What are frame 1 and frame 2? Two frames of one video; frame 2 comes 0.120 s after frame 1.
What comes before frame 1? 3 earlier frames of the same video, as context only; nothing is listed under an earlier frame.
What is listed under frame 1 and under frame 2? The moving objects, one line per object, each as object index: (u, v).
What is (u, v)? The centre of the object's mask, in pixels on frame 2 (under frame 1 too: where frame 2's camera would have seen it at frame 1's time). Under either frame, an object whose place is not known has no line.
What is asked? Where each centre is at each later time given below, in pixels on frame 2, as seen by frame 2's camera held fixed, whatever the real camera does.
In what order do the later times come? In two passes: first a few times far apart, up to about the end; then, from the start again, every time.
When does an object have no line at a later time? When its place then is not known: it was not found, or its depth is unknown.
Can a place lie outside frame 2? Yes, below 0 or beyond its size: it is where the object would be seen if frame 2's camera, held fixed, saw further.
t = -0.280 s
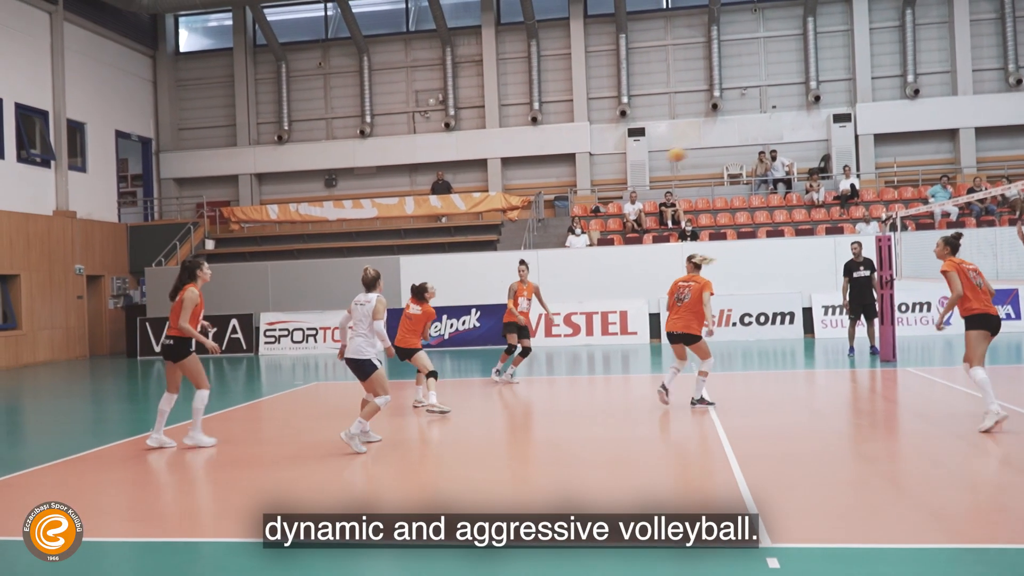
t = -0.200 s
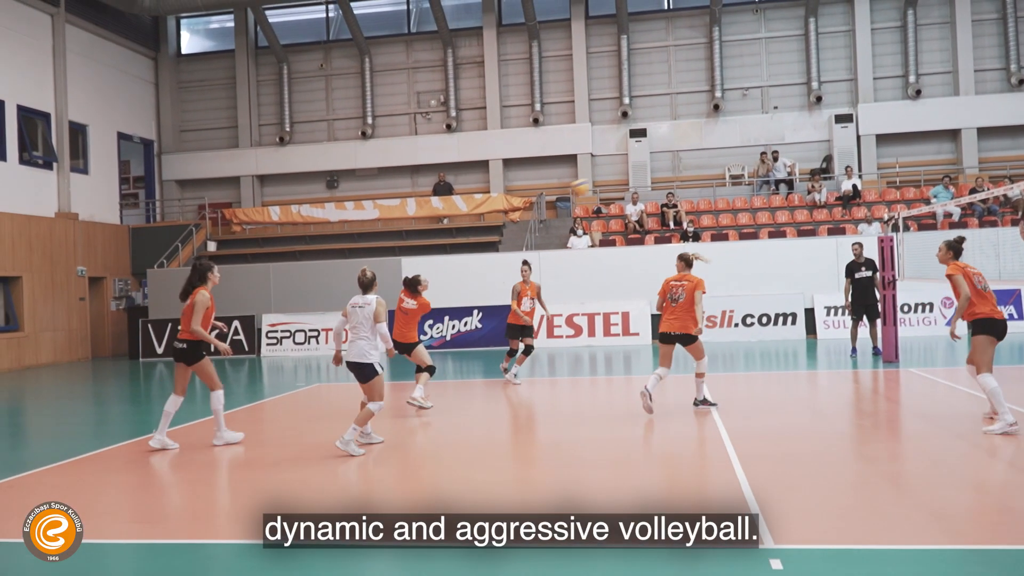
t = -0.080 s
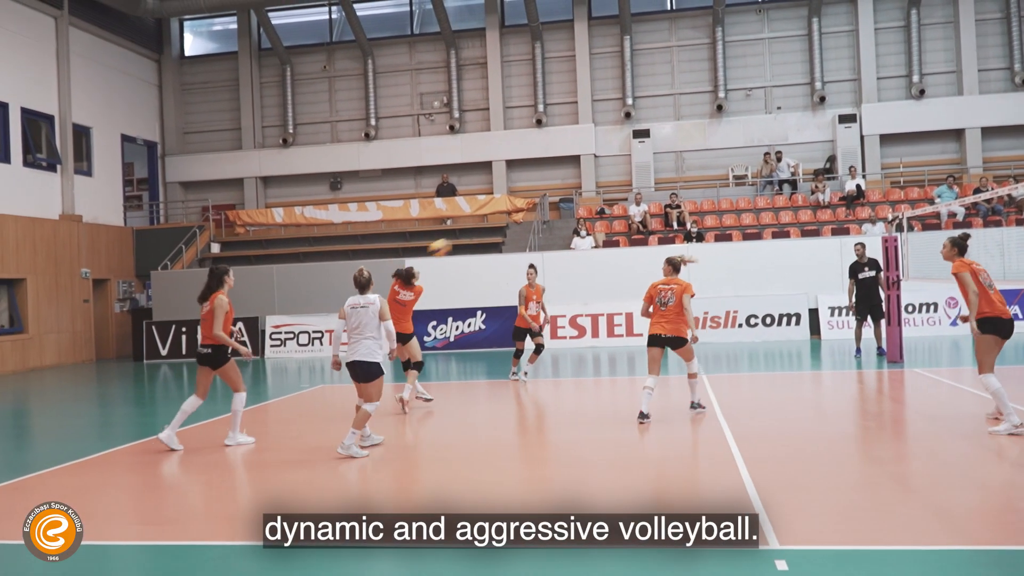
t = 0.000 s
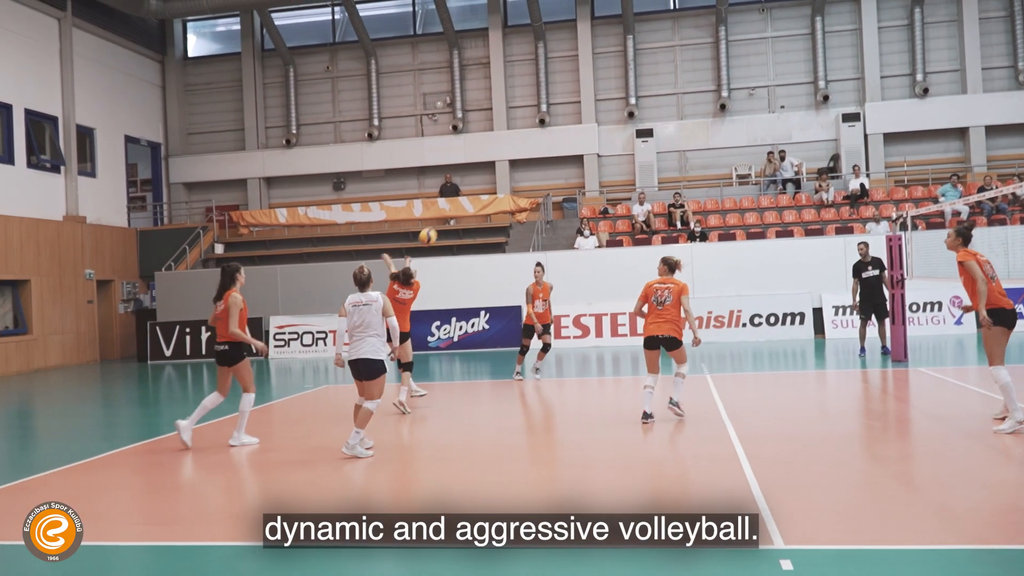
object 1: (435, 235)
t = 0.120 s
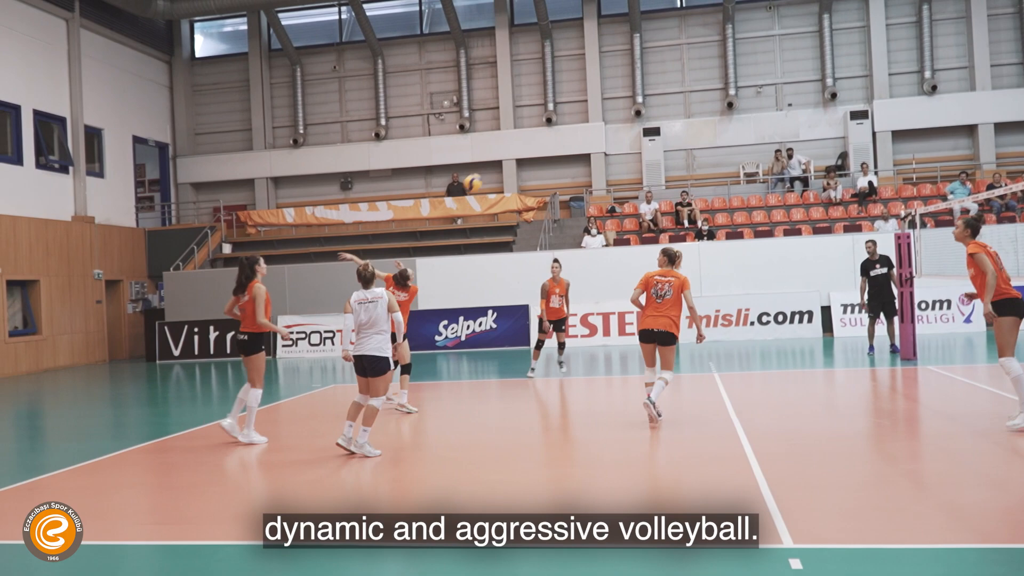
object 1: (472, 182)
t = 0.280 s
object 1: (525, 129)
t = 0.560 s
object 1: (620, 85)
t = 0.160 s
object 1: (486, 168)
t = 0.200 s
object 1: (499, 154)
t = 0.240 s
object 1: (512, 141)
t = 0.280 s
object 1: (525, 129)
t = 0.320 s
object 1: (539, 119)
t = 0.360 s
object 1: (552, 112)
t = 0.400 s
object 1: (565, 103)
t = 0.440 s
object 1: (579, 96)
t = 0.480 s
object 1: (592, 91)
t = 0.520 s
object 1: (606, 88)
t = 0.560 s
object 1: (620, 85)
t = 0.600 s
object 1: (634, 84)
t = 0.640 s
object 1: (648, 84)
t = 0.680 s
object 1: (662, 85)
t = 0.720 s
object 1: (675, 89)
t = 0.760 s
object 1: (690, 93)
